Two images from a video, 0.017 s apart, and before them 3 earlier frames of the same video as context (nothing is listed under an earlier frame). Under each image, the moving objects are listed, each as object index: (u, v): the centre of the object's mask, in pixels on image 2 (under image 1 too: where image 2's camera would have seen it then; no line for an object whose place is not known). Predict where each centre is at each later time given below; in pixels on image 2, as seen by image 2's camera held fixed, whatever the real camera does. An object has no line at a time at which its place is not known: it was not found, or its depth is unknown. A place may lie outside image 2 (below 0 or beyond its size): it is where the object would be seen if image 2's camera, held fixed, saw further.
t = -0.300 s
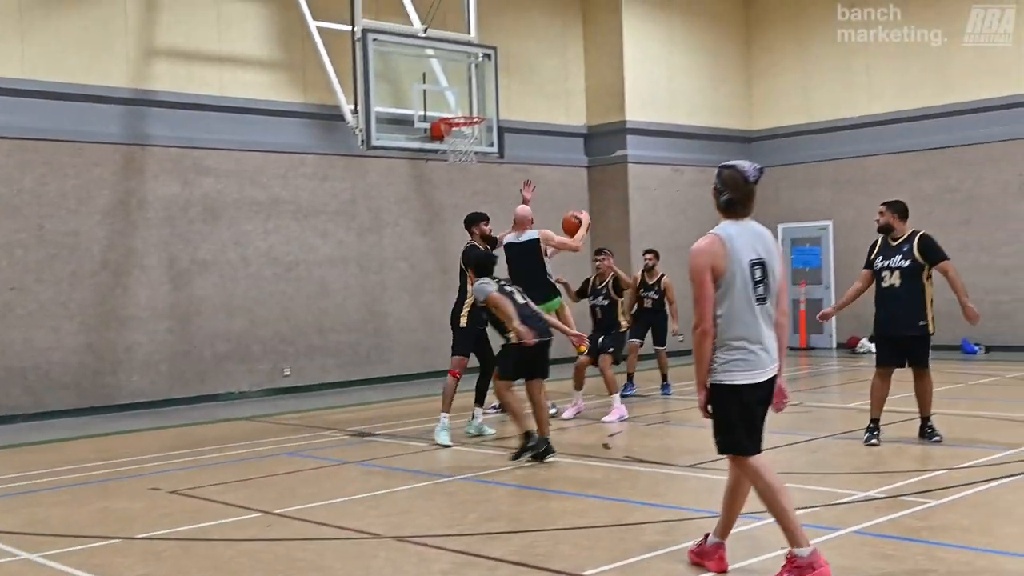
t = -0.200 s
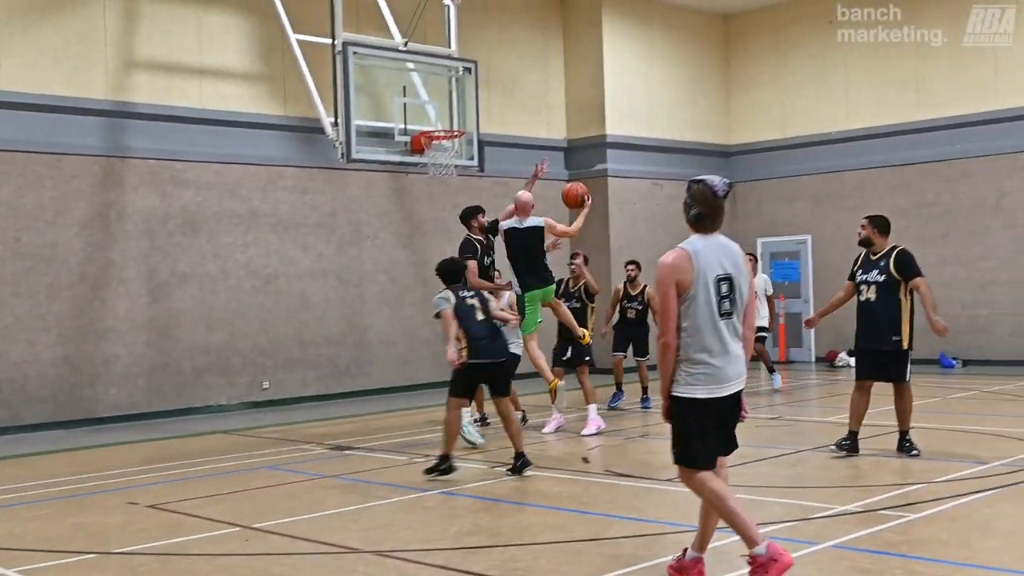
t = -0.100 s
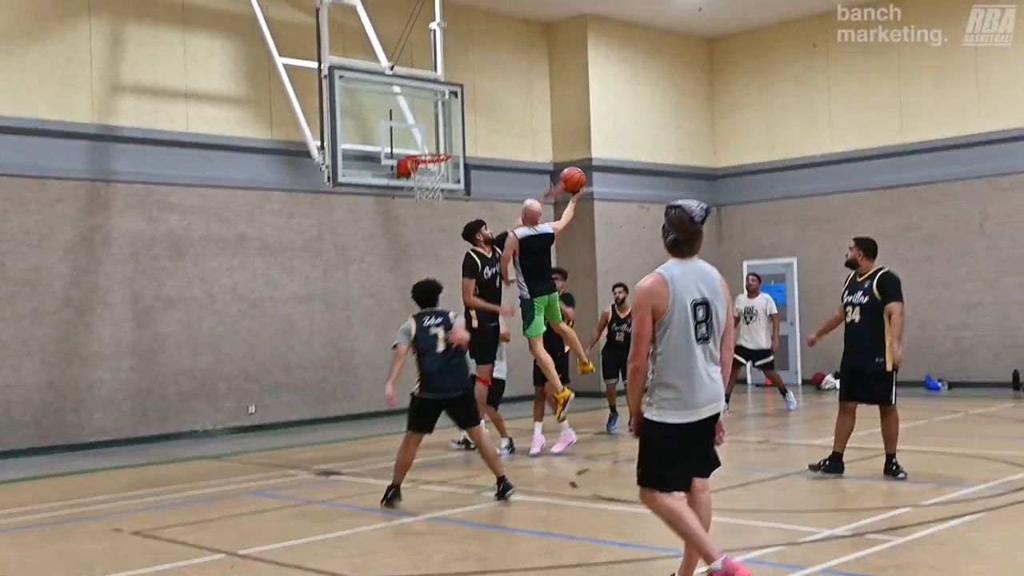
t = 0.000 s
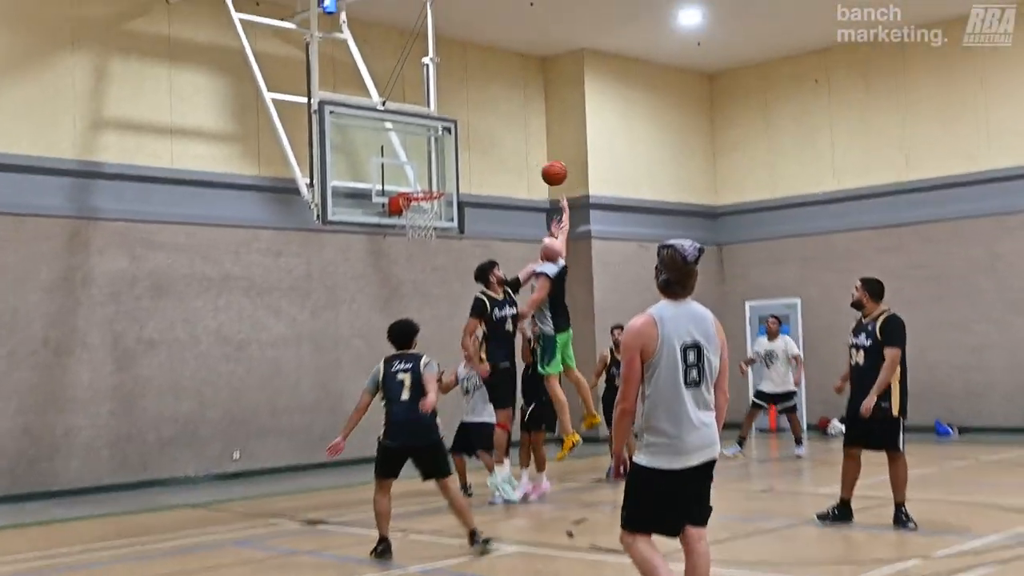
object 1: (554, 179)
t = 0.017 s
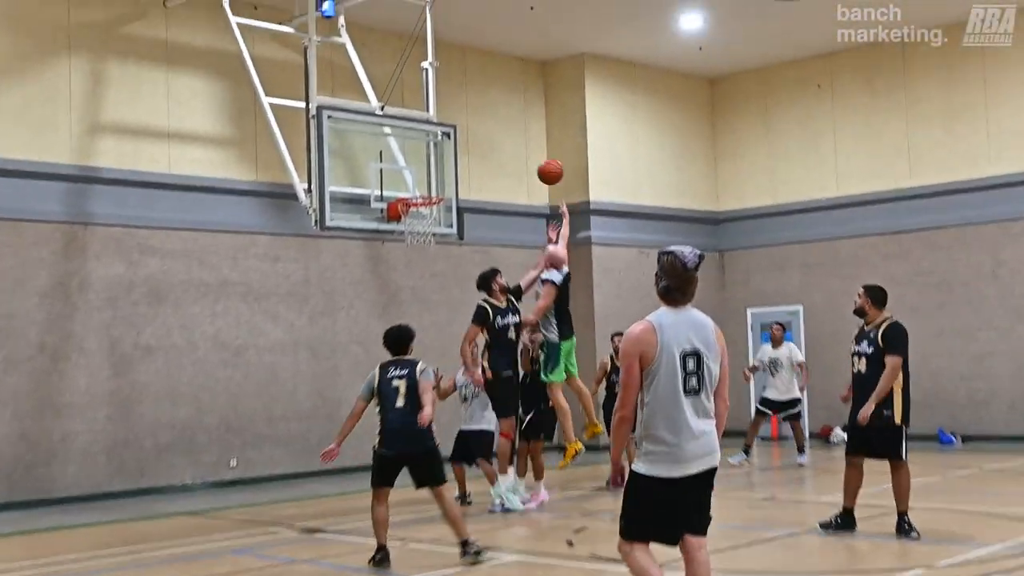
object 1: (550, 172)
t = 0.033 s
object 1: (546, 165)
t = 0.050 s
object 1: (542, 159)
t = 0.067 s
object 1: (538, 153)
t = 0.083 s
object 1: (533, 147)
